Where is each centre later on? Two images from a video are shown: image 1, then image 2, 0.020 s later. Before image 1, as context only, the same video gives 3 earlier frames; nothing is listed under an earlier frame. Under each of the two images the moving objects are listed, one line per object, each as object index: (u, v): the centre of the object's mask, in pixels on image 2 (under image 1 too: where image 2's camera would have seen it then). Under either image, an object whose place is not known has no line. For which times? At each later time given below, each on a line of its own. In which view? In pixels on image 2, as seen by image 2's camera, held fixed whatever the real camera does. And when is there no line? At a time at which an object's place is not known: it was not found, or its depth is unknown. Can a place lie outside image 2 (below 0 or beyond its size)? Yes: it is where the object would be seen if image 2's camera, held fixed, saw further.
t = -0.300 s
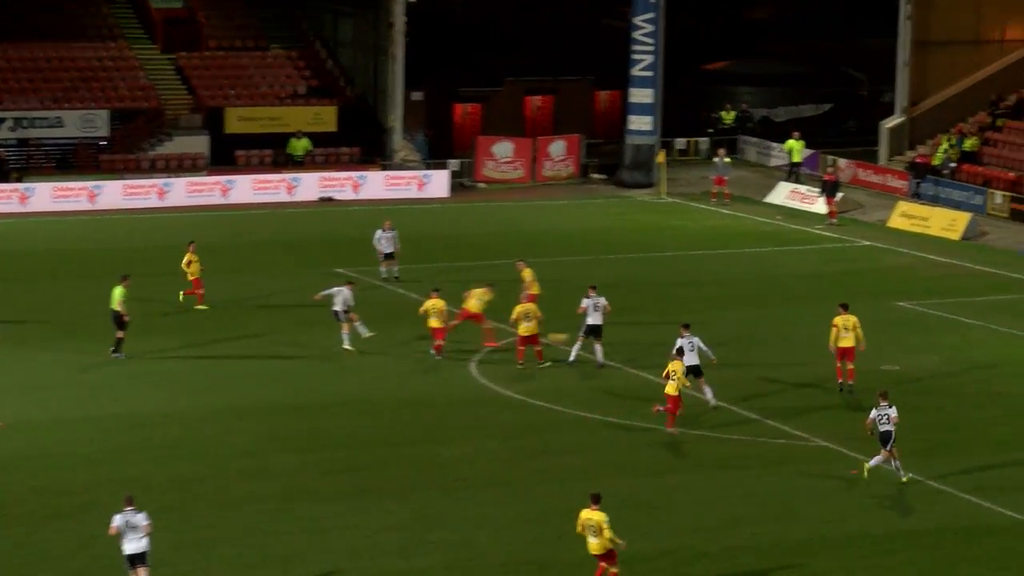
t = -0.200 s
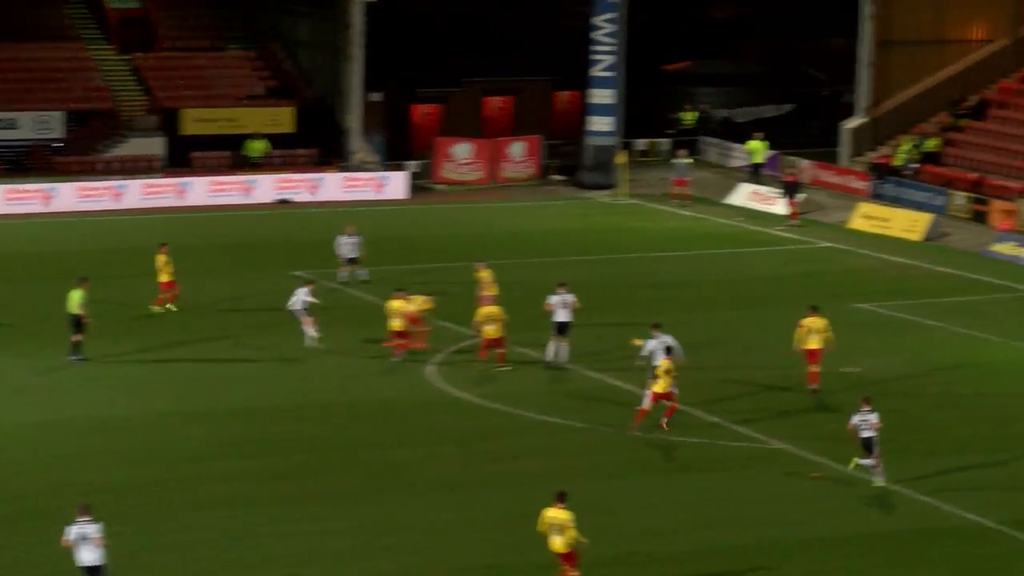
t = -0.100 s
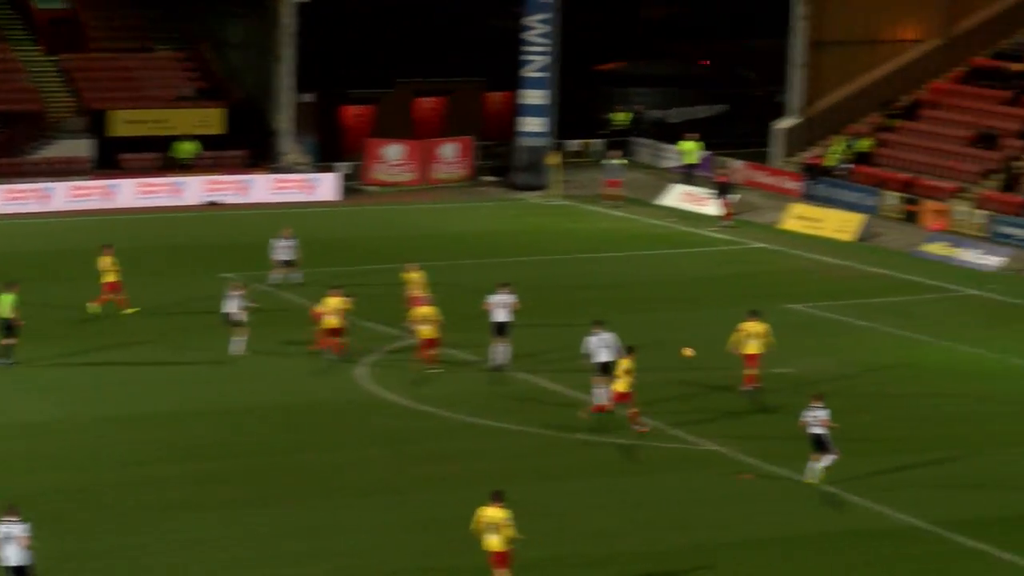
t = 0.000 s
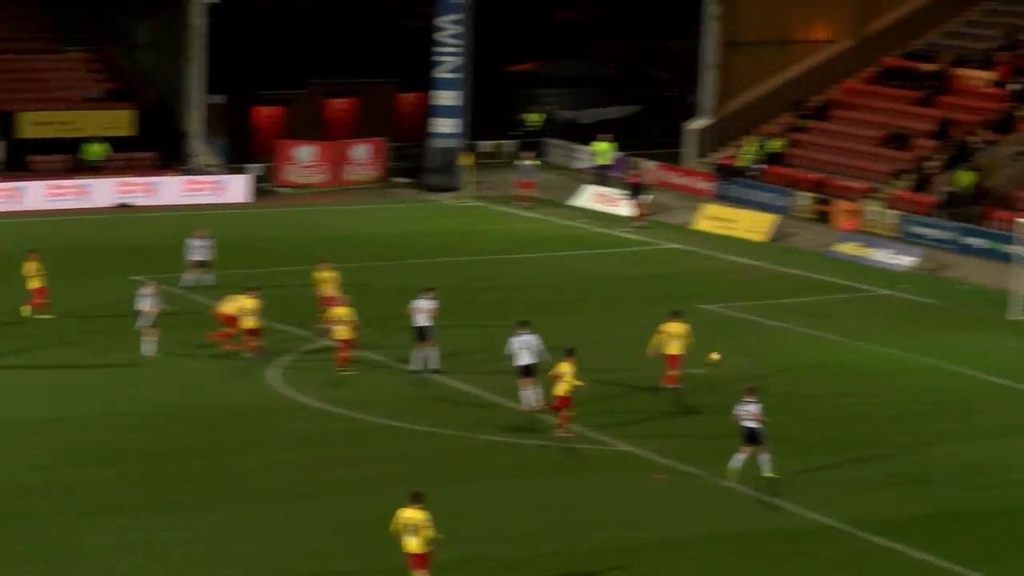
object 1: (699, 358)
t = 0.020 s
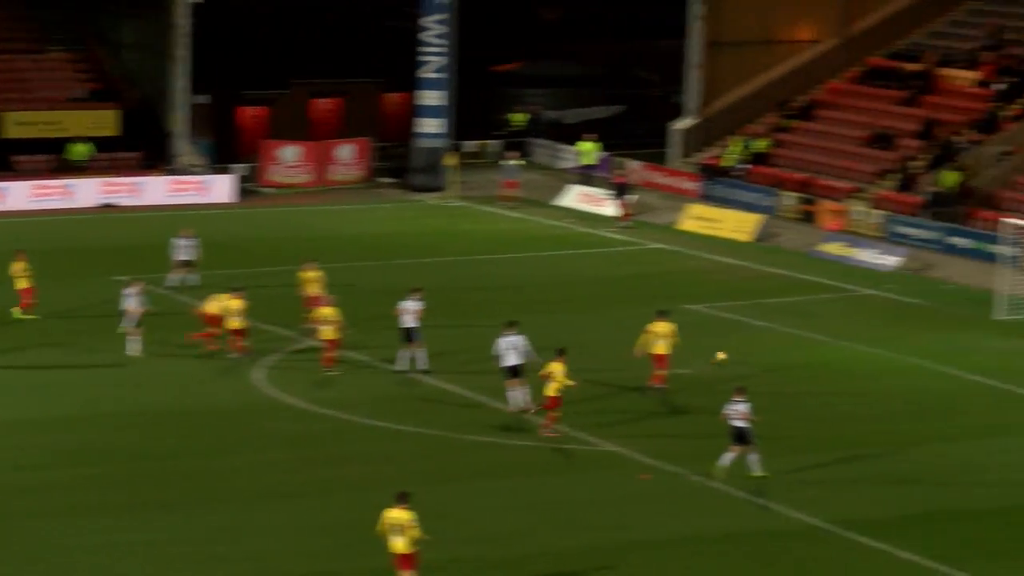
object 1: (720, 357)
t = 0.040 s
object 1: (742, 356)
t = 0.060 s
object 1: (762, 356)
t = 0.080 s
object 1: (782, 357)
